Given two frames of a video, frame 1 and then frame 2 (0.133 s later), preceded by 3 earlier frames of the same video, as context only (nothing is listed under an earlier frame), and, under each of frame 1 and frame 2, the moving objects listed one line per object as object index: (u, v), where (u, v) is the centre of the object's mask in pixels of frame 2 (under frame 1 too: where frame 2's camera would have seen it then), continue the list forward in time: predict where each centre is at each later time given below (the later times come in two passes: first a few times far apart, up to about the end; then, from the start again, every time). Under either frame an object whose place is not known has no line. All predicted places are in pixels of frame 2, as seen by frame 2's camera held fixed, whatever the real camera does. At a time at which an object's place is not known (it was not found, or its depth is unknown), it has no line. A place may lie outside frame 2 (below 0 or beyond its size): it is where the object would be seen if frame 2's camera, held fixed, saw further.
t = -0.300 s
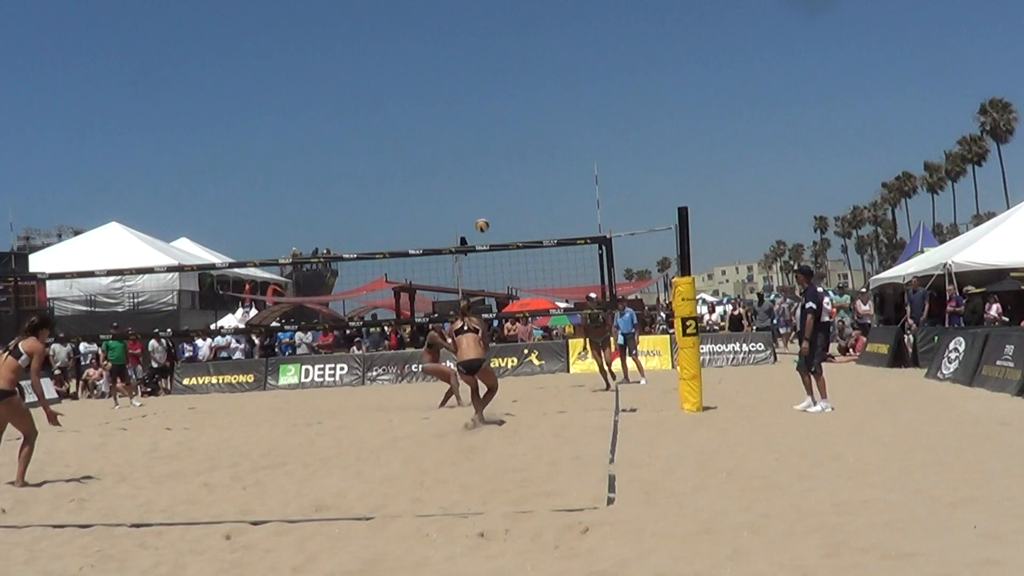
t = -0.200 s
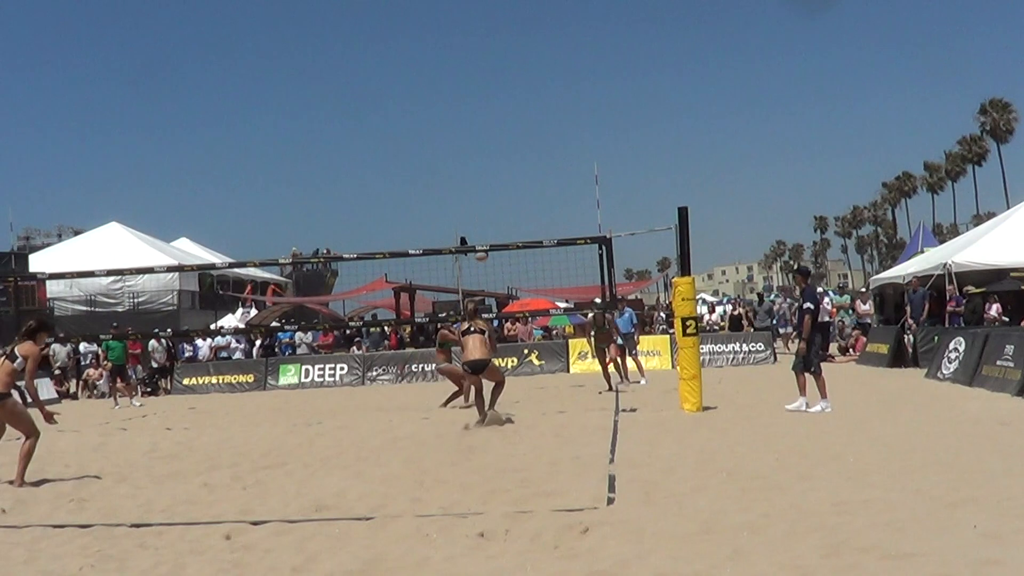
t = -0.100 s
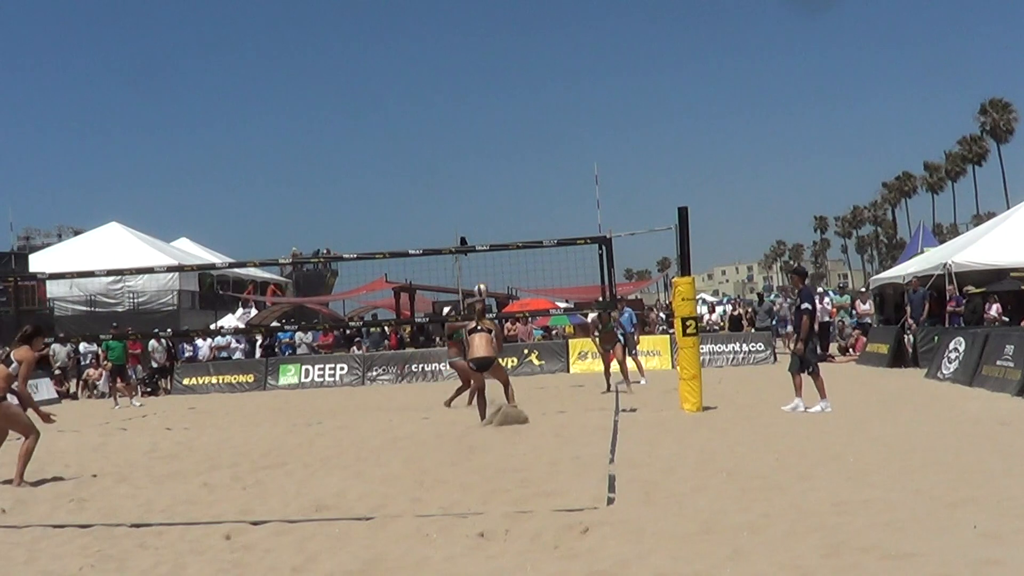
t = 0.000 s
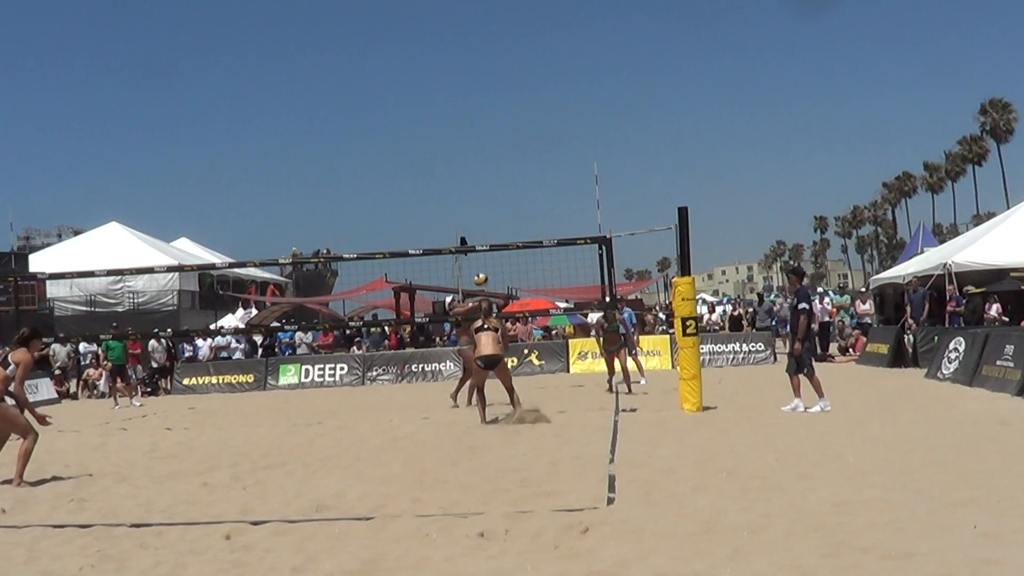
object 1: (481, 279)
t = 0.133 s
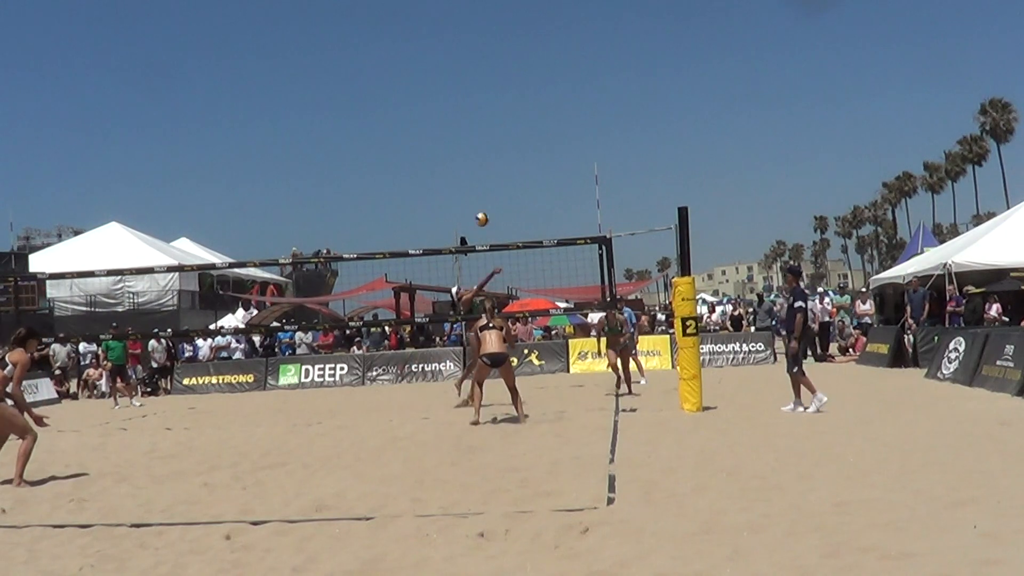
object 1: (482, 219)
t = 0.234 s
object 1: (483, 181)
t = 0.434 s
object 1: (486, 123)
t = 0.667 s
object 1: (491, 88)
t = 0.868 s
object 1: (497, 86)
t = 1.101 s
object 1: (505, 117)
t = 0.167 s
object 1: (482, 206)
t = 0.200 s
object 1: (483, 193)
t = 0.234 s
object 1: (483, 181)
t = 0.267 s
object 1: (484, 170)
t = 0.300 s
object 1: (484, 159)
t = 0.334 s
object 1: (485, 149)
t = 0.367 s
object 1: (485, 140)
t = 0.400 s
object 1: (486, 131)
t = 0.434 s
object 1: (486, 123)
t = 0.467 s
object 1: (487, 116)
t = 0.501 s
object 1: (487, 110)
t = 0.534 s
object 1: (488, 104)
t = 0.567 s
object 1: (489, 99)
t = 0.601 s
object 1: (490, 95)
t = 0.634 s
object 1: (490, 92)
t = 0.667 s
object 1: (491, 88)
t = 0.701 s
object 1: (492, 86)
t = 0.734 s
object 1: (493, 85)
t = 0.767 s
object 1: (493, 84)
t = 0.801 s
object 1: (494, 84)
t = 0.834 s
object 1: (496, 85)
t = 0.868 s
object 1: (497, 86)
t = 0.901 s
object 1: (498, 89)
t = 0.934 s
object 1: (499, 92)
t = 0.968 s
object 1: (500, 96)
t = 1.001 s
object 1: (501, 100)
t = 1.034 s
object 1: (503, 105)
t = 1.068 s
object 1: (503, 110)
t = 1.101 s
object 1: (505, 117)
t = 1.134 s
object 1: (506, 125)
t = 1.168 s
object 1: (508, 133)
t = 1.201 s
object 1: (509, 143)
